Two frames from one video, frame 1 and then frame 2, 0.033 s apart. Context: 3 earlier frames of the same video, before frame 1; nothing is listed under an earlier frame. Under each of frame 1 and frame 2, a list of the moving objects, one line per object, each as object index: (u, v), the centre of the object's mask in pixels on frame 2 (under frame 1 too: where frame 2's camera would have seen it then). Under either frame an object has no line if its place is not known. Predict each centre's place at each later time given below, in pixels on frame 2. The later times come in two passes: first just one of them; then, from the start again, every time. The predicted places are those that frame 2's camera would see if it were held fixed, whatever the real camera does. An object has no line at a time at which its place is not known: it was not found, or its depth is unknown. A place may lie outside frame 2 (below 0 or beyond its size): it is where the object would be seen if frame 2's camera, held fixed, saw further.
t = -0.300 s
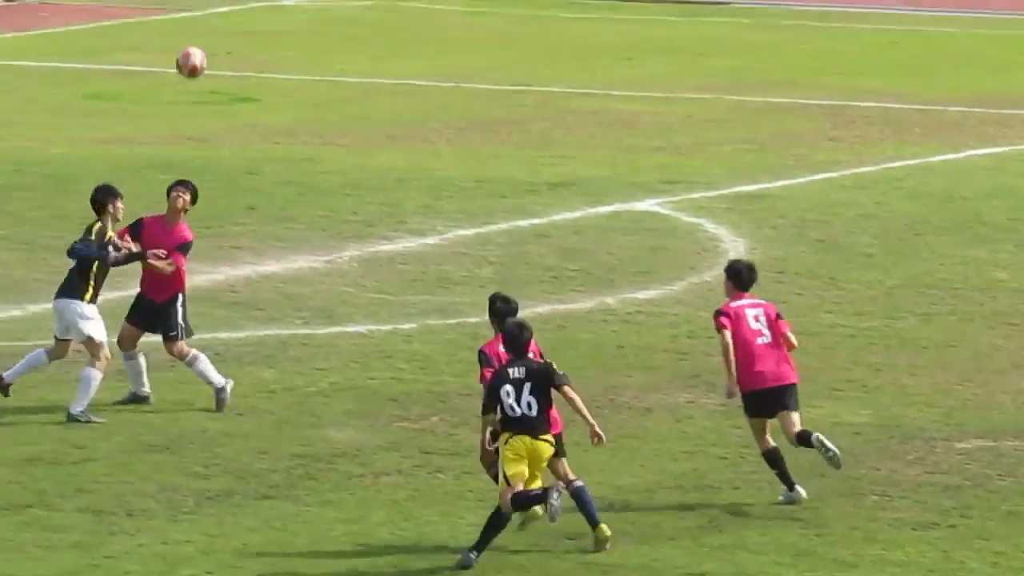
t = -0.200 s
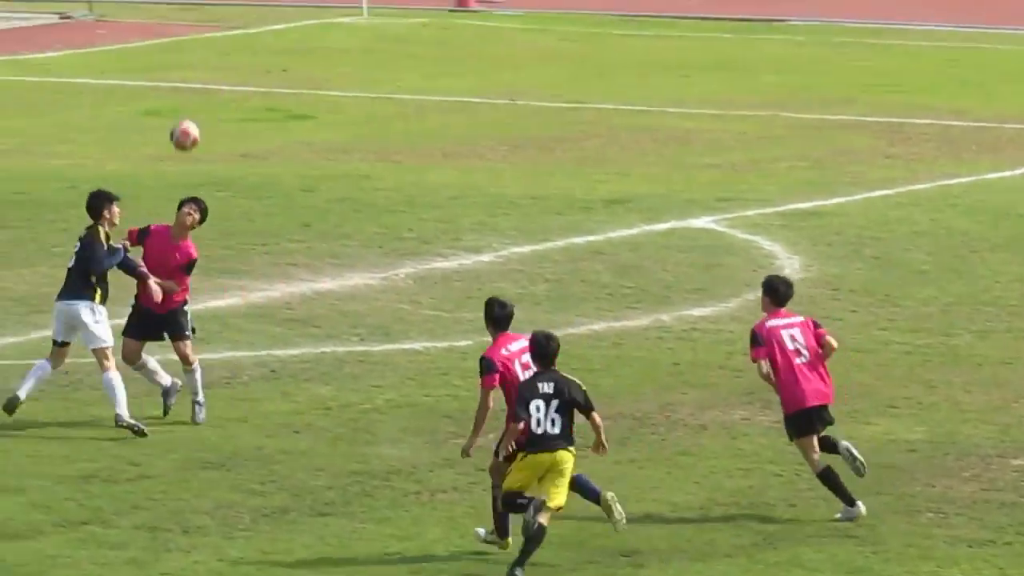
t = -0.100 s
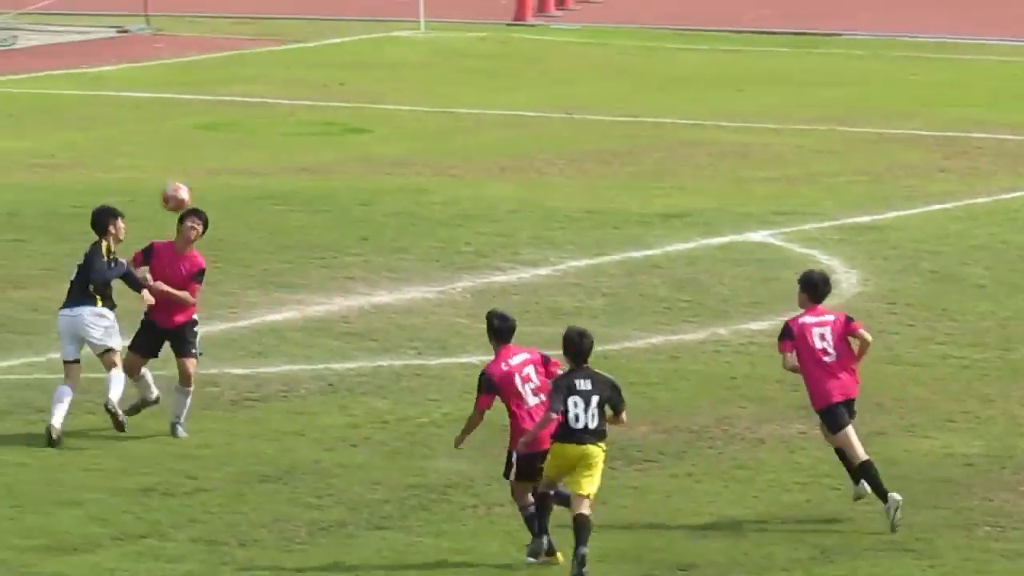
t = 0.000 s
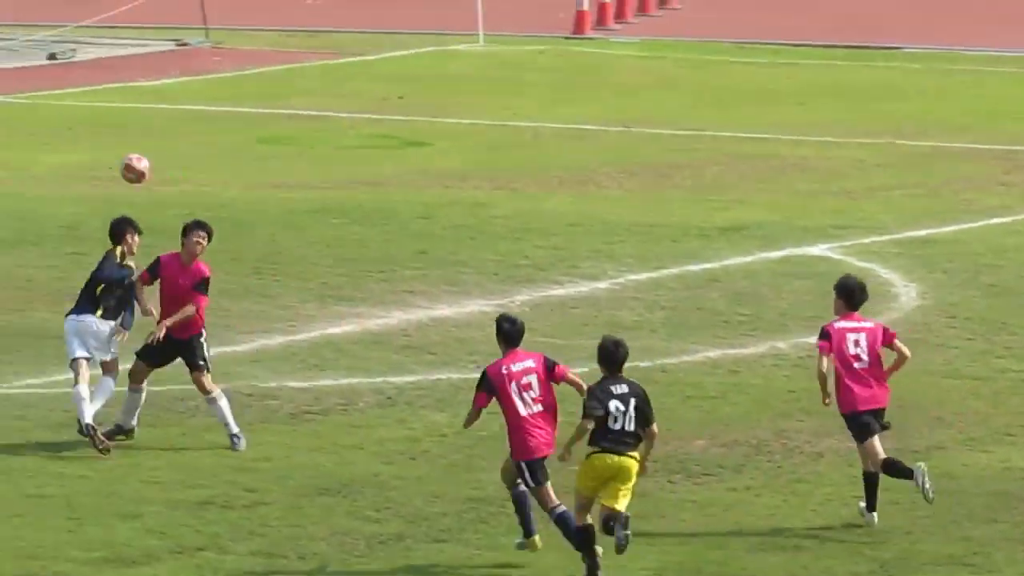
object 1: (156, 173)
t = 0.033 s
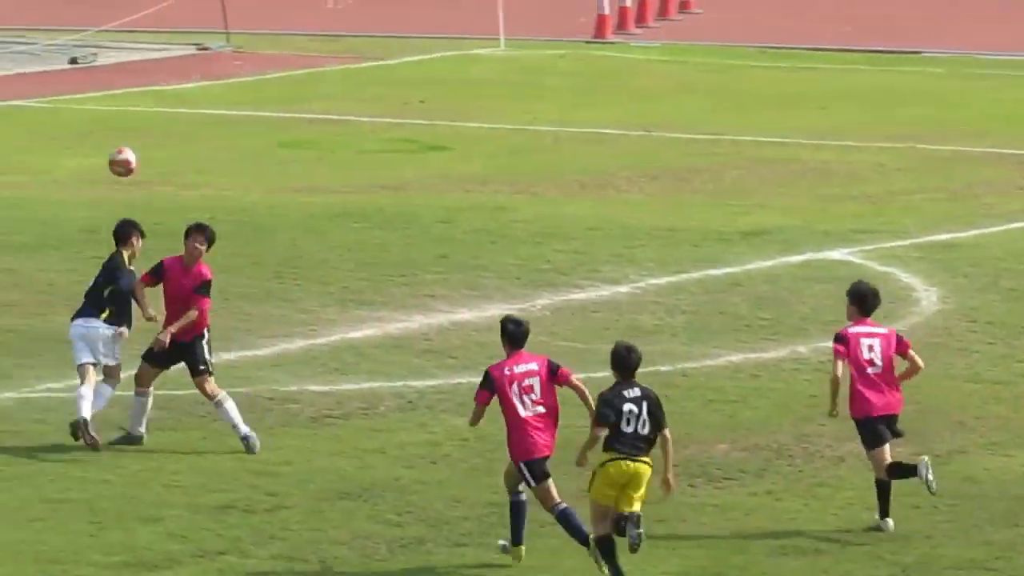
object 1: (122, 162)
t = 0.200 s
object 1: (-37, 130)
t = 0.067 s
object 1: (91, 153)
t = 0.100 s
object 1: (58, 145)
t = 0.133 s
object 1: (26, 138)
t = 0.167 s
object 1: (-5, 133)
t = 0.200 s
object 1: (-37, 130)
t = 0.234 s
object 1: (-69, 128)
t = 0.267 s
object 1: (-100, 127)
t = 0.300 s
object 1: (-132, 127)
